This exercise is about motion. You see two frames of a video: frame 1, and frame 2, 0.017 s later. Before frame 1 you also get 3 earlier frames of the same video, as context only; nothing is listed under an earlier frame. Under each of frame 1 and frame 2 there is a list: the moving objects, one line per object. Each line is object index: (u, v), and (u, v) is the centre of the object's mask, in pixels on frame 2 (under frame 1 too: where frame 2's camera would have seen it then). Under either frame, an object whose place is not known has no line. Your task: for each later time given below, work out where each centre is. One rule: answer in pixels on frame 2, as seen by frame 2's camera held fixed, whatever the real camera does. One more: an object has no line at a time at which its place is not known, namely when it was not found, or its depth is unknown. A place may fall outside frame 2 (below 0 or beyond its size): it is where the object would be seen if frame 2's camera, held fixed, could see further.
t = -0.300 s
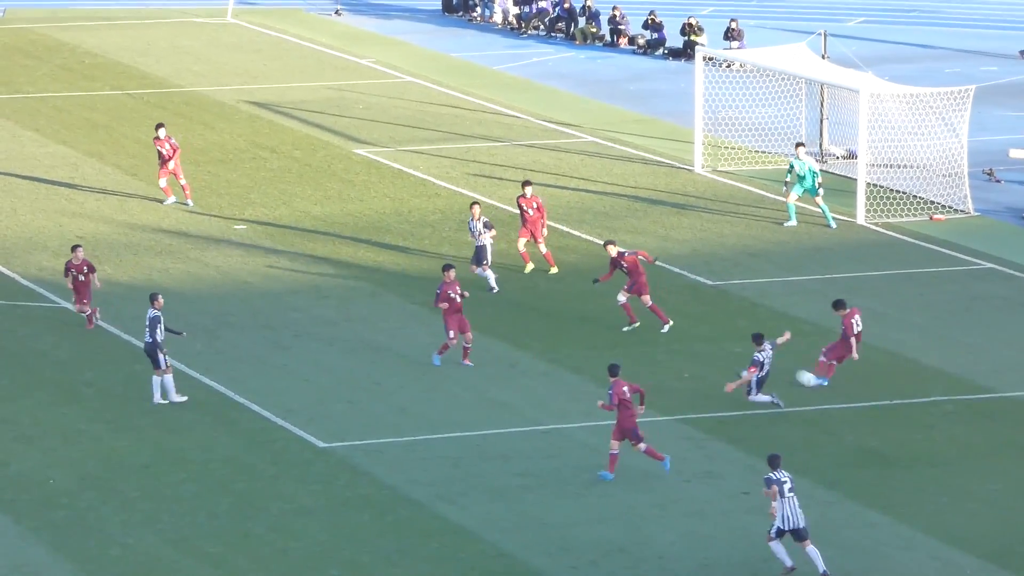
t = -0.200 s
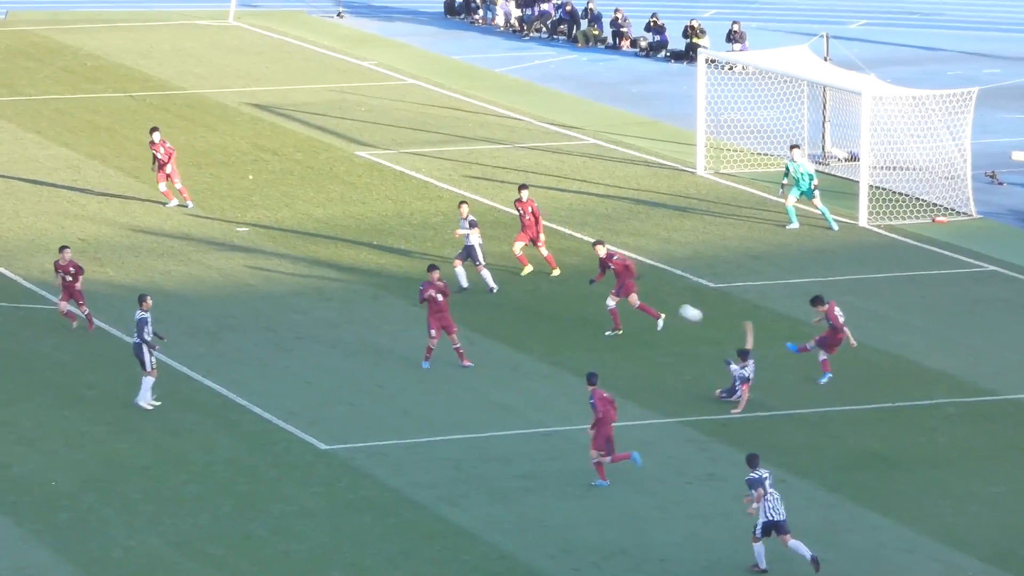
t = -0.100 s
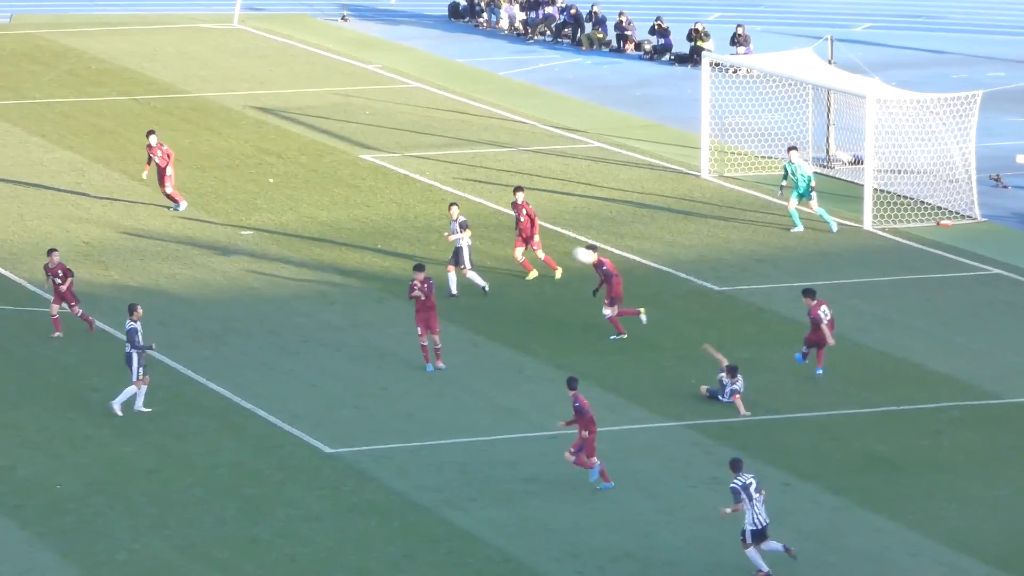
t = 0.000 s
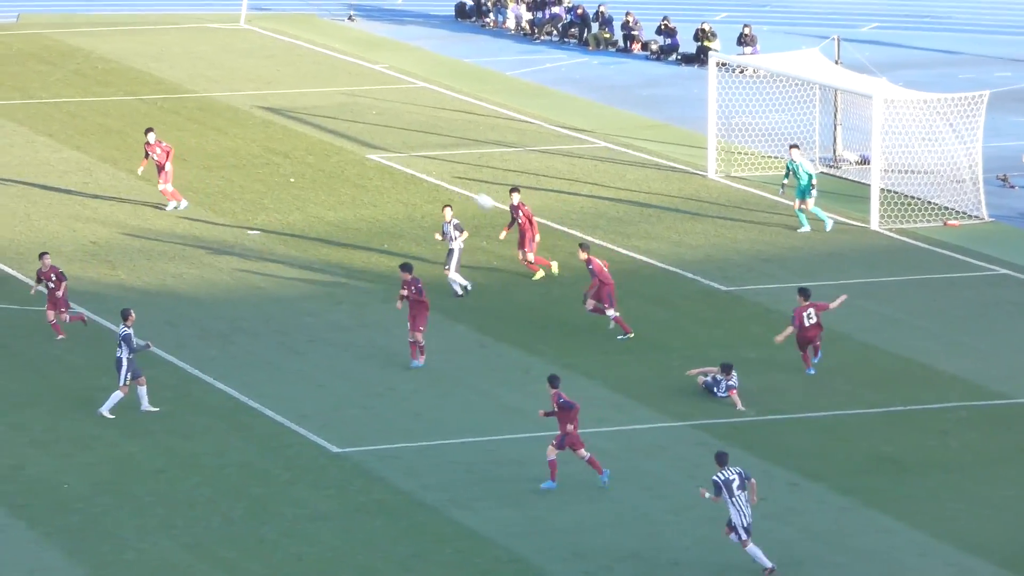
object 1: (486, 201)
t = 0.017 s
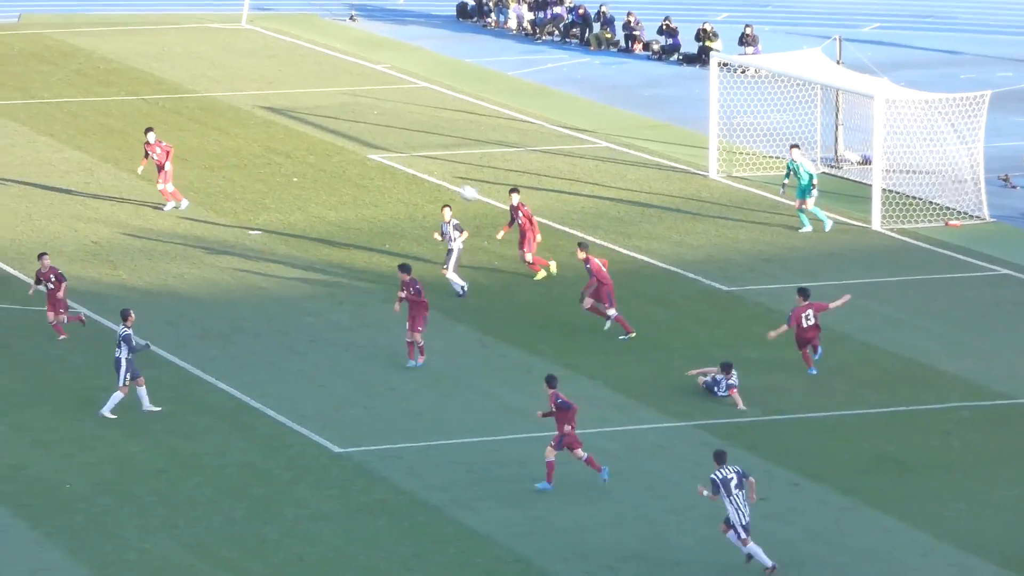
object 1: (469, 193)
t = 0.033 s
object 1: (452, 185)
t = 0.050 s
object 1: (436, 177)
